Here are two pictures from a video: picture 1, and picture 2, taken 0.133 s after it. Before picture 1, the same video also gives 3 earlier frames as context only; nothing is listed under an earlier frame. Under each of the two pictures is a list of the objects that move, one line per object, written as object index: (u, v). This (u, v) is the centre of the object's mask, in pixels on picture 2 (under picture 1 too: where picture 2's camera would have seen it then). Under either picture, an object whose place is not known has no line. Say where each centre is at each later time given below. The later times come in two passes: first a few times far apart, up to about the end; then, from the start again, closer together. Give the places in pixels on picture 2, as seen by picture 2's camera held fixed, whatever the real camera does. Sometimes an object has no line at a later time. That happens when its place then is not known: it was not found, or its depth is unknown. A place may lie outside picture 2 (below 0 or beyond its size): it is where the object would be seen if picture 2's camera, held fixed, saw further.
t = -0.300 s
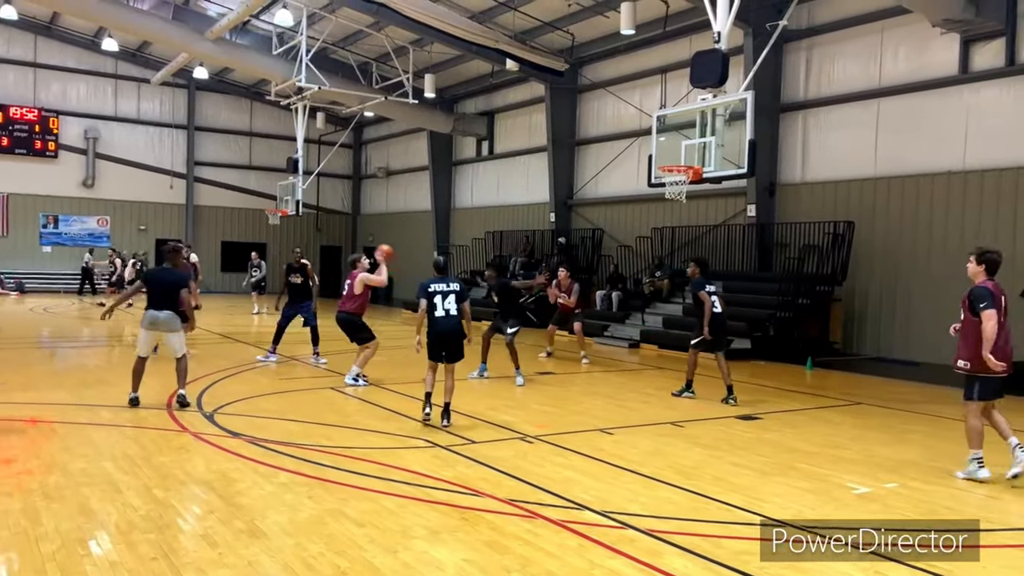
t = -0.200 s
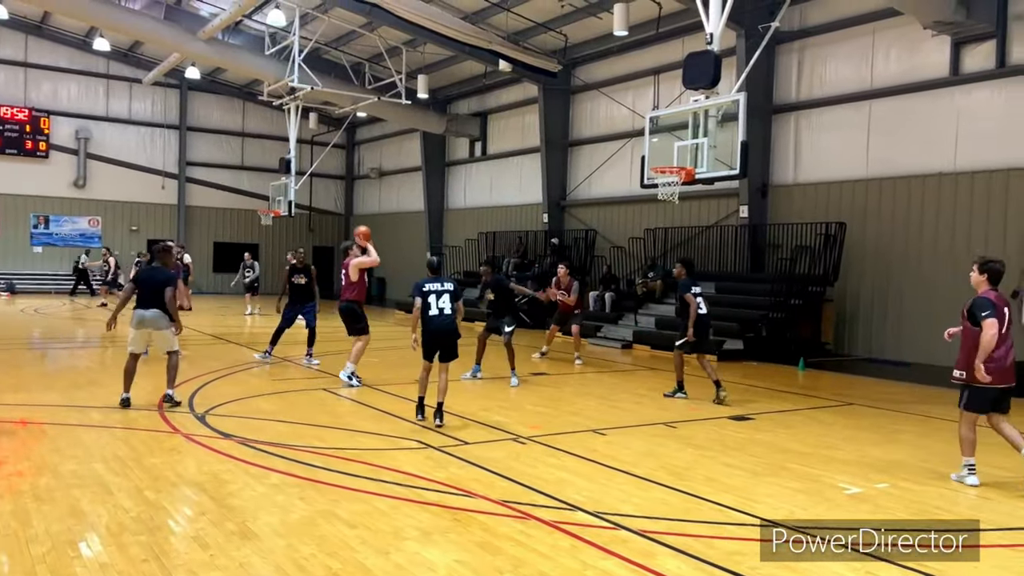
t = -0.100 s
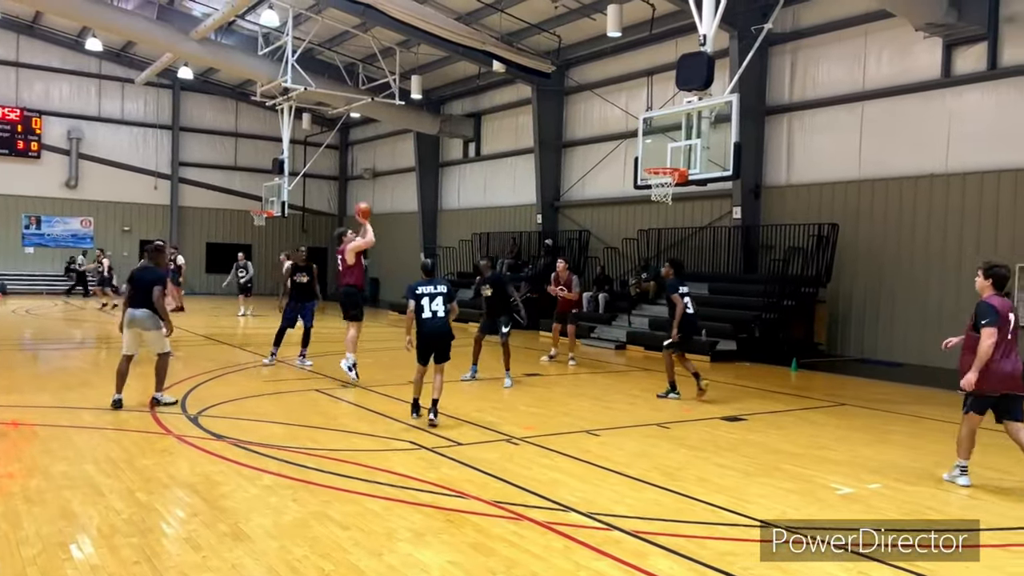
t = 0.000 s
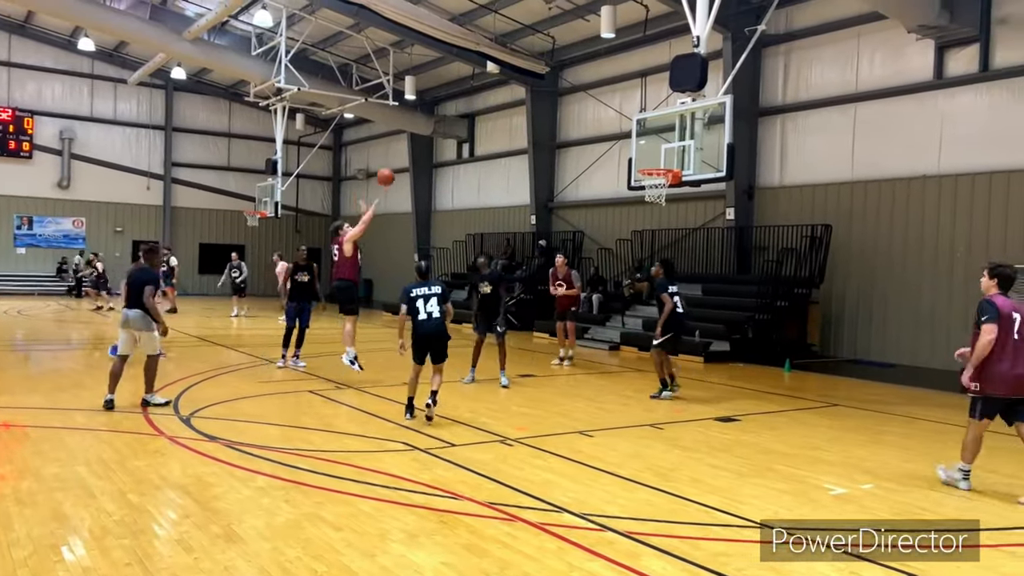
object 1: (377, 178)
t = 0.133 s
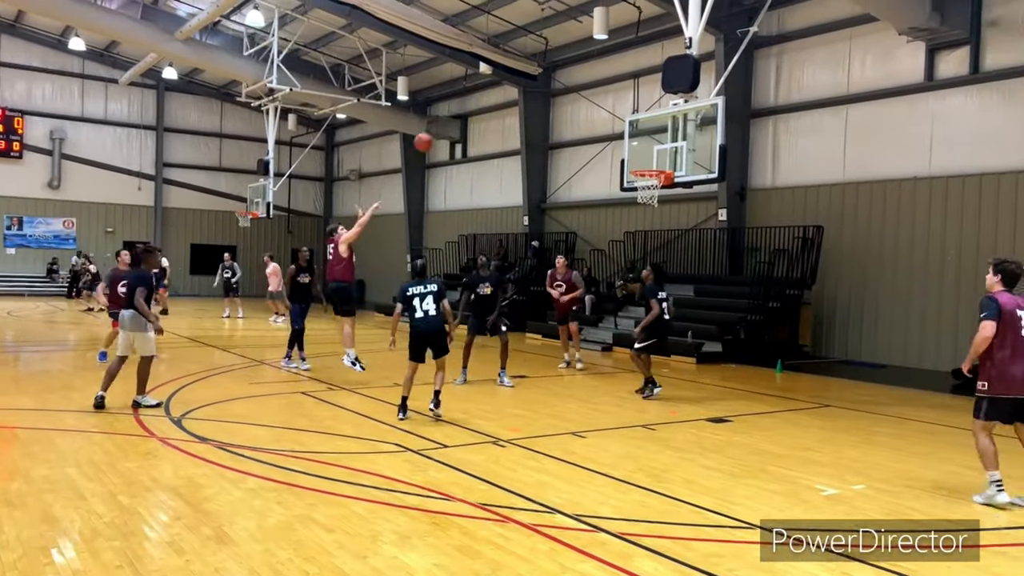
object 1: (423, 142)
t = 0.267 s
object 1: (467, 119)
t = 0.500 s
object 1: (541, 112)
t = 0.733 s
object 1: (612, 142)
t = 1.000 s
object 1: (667, 191)
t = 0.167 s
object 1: (434, 135)
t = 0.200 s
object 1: (445, 129)
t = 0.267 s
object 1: (467, 119)
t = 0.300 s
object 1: (478, 116)
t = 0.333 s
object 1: (488, 113)
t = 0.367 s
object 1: (499, 111)
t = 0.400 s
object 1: (510, 110)
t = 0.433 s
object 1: (521, 110)
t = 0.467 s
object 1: (531, 110)
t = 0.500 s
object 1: (541, 112)
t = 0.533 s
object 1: (551, 114)
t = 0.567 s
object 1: (562, 117)
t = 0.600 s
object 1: (572, 120)
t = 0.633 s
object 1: (582, 124)
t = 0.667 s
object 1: (592, 130)
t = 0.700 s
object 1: (602, 136)
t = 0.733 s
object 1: (612, 142)
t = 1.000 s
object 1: (667, 191)
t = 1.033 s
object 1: (669, 195)
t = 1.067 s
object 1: (669, 201)
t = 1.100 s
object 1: (671, 206)
